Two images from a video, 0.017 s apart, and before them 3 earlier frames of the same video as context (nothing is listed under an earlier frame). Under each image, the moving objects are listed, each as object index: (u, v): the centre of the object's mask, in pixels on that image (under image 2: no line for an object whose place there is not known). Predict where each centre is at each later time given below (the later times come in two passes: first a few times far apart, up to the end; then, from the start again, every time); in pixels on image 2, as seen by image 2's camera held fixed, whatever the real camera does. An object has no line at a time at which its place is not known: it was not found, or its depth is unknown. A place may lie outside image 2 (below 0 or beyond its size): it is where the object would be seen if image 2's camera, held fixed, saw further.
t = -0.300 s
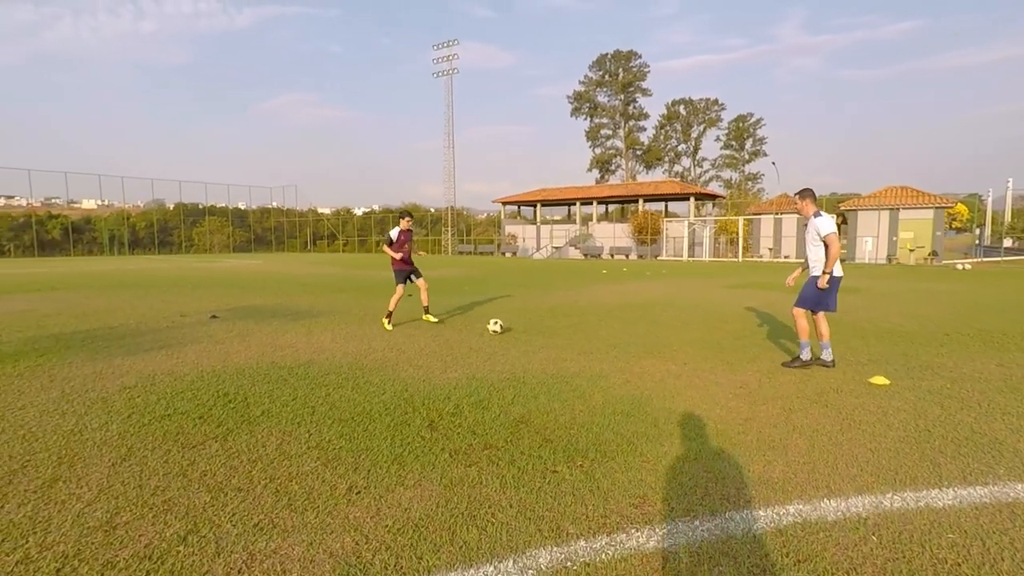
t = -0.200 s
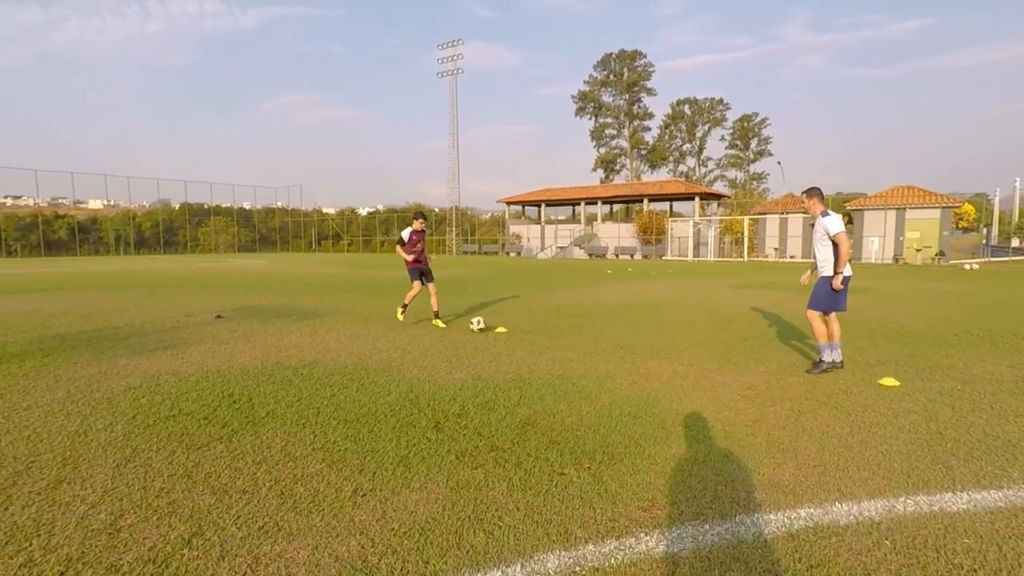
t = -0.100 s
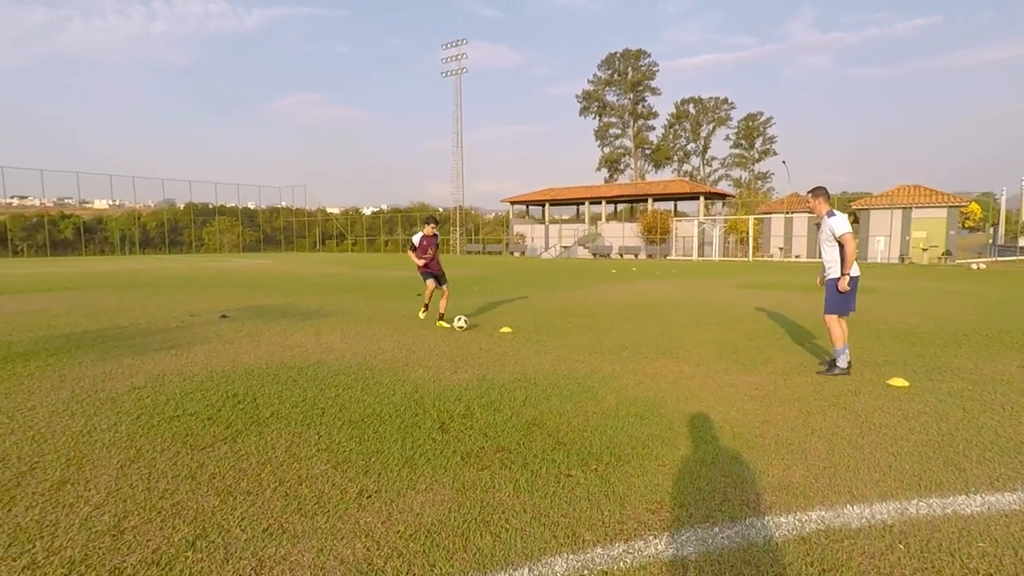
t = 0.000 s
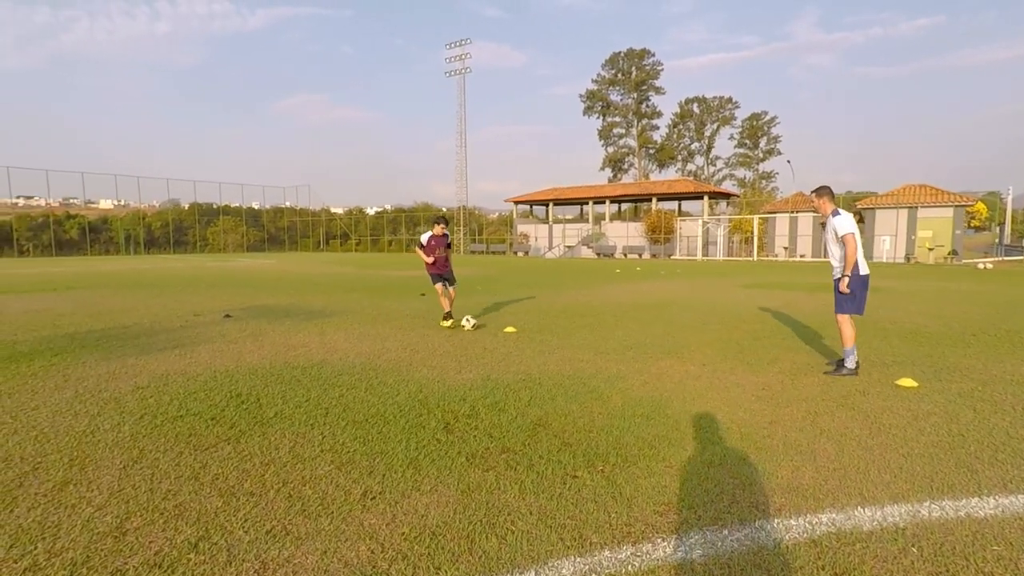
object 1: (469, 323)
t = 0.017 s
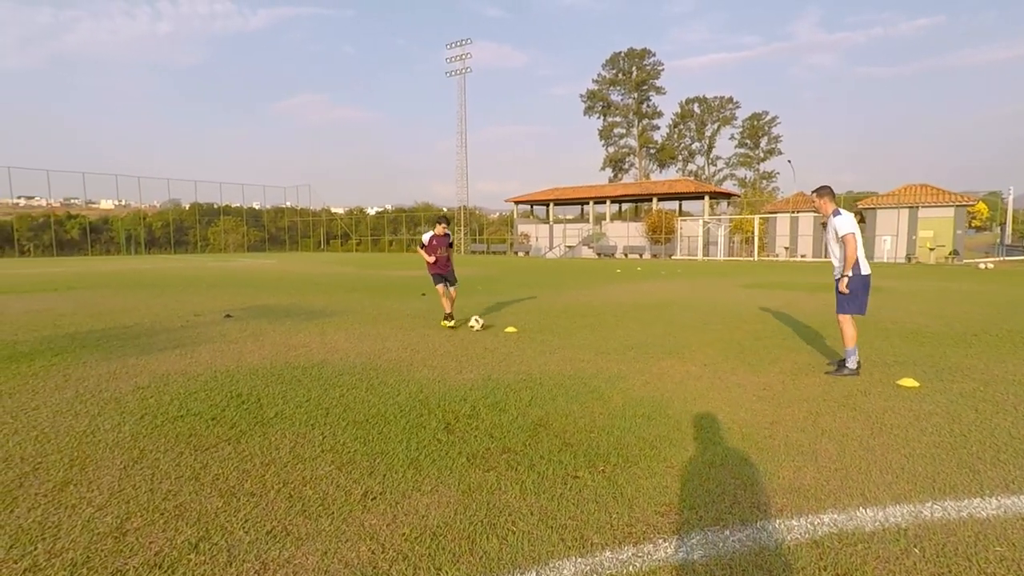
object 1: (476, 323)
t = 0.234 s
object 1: (566, 329)
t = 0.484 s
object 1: (658, 335)
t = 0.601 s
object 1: (698, 337)
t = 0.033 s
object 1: (483, 323)
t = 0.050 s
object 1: (490, 323)
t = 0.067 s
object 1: (497, 324)
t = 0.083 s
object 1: (504, 325)
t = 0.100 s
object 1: (511, 325)
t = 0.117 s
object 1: (518, 326)
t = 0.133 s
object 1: (525, 326)
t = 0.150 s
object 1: (531, 326)
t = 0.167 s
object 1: (538, 326)
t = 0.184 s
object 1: (545, 327)
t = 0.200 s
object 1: (552, 327)
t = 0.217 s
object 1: (559, 328)
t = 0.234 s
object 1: (566, 329)
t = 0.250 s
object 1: (573, 330)
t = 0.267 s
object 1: (579, 331)
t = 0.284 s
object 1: (586, 331)
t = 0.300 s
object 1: (592, 330)
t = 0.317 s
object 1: (598, 330)
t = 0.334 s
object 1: (604, 331)
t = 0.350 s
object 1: (610, 331)
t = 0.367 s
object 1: (617, 331)
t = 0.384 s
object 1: (622, 332)
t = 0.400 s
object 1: (629, 332)
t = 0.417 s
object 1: (635, 334)
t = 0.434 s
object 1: (641, 334)
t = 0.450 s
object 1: (647, 334)
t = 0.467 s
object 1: (653, 335)
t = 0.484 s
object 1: (658, 335)
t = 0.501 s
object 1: (665, 335)
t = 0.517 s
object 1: (670, 336)
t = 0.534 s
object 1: (676, 336)
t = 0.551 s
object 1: (681, 337)
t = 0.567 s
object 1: (687, 337)
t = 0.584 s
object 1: (692, 337)
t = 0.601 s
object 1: (698, 337)
